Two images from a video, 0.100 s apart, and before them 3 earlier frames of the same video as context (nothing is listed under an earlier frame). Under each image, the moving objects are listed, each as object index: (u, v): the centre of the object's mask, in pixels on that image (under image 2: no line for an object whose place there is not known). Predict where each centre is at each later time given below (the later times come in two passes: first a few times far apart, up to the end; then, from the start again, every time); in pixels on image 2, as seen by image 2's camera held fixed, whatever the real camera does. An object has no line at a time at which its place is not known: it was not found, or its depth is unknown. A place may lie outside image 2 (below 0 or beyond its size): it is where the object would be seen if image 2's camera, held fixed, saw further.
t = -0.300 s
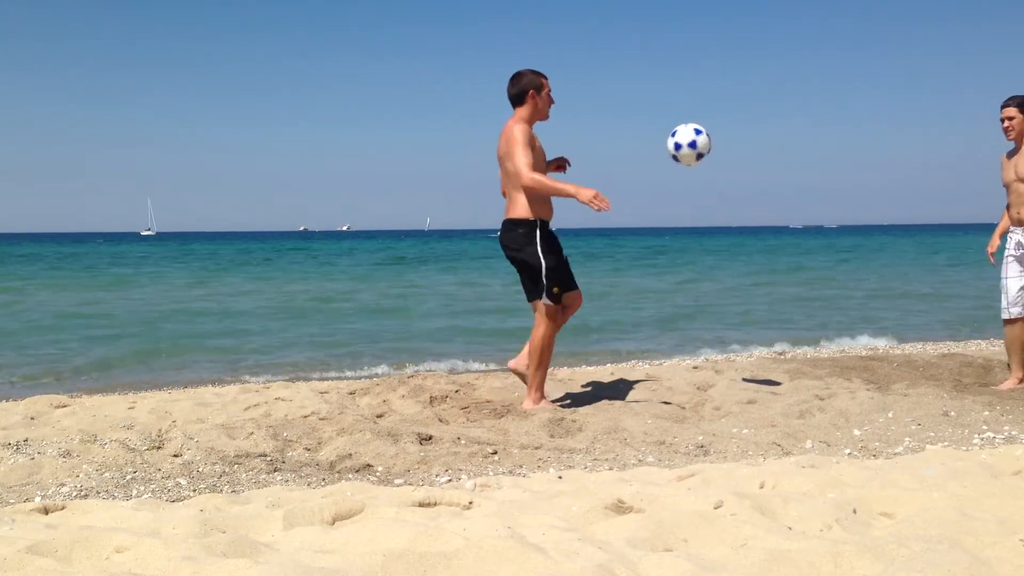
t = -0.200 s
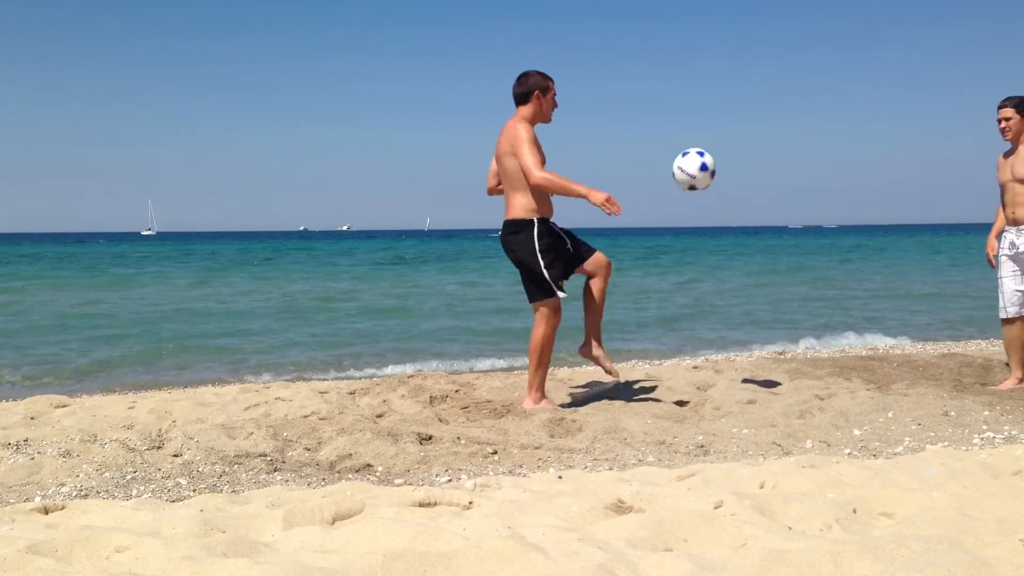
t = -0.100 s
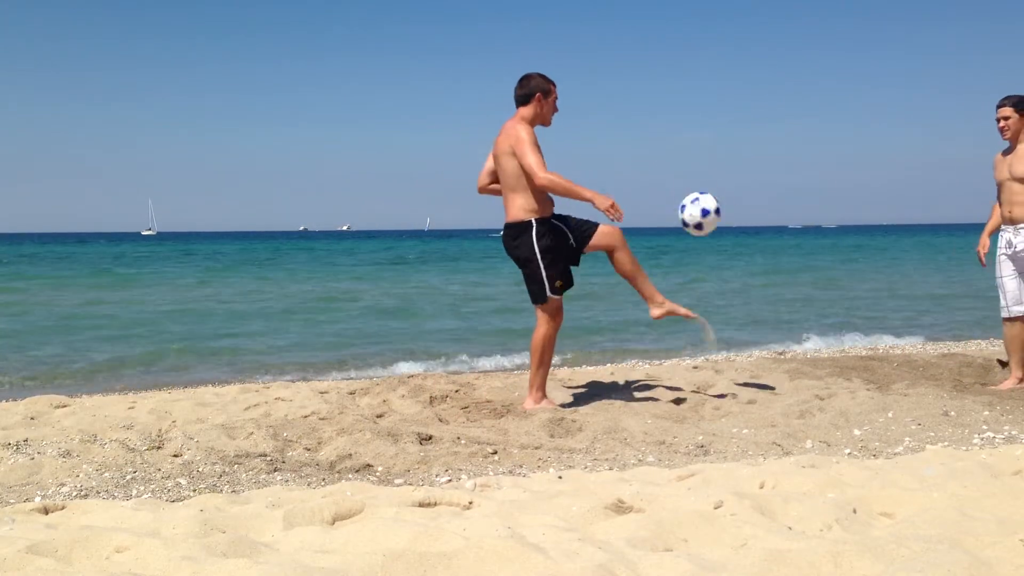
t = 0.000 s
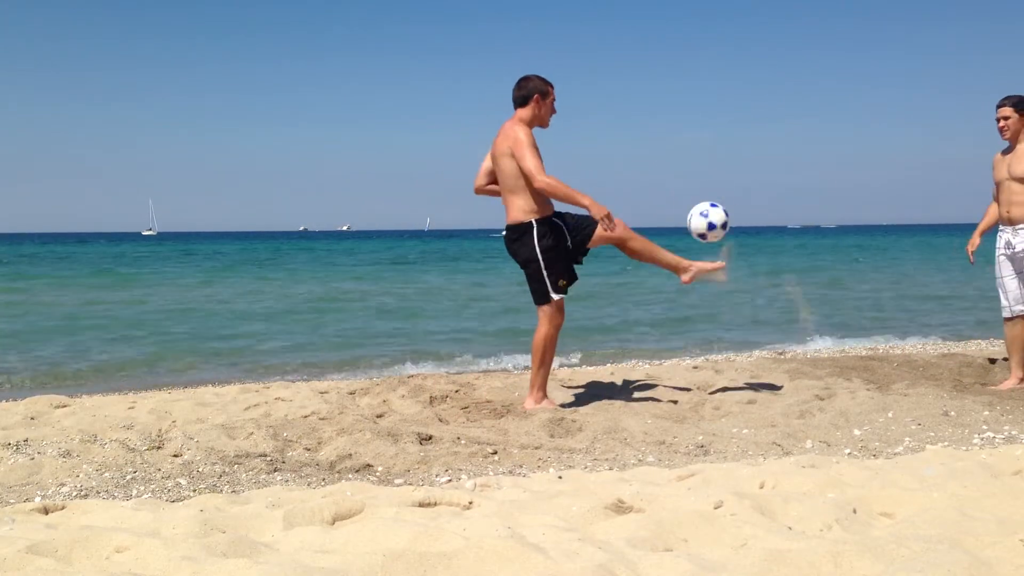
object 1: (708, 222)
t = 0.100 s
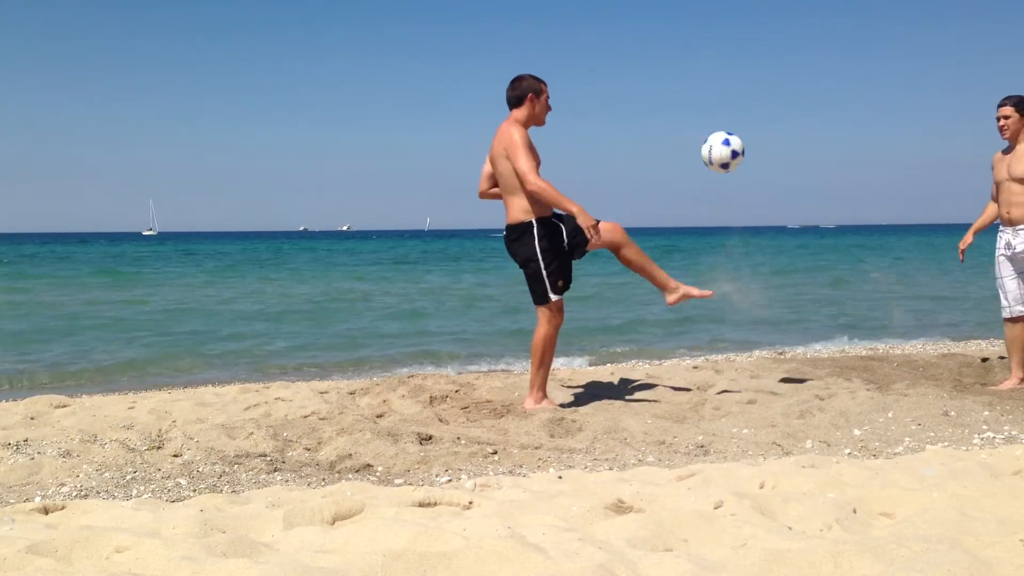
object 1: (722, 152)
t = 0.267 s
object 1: (749, 73)
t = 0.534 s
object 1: (798, 53)
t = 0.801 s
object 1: (855, 169)
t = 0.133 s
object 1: (728, 132)
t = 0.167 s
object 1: (733, 114)
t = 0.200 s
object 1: (738, 99)
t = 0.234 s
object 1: (744, 84)
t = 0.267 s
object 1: (749, 73)
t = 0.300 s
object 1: (755, 63)
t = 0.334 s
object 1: (761, 55)
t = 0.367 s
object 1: (766, 50)
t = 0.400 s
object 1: (773, 46)
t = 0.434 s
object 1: (779, 45)
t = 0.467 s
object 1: (785, 46)
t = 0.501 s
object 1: (791, 48)
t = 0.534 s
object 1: (798, 53)
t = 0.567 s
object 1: (804, 61)
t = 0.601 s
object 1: (811, 69)
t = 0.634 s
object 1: (818, 81)
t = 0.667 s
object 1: (825, 94)
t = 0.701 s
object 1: (832, 110)
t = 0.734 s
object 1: (840, 127)
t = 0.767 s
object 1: (848, 147)
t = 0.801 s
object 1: (855, 169)
